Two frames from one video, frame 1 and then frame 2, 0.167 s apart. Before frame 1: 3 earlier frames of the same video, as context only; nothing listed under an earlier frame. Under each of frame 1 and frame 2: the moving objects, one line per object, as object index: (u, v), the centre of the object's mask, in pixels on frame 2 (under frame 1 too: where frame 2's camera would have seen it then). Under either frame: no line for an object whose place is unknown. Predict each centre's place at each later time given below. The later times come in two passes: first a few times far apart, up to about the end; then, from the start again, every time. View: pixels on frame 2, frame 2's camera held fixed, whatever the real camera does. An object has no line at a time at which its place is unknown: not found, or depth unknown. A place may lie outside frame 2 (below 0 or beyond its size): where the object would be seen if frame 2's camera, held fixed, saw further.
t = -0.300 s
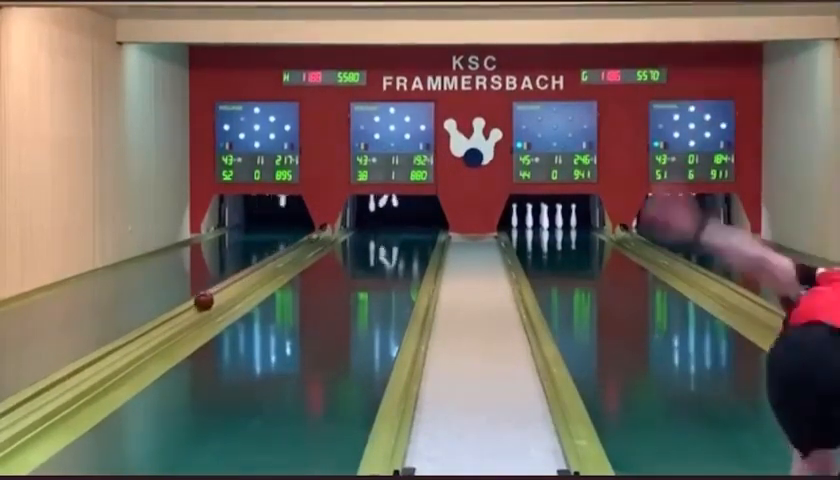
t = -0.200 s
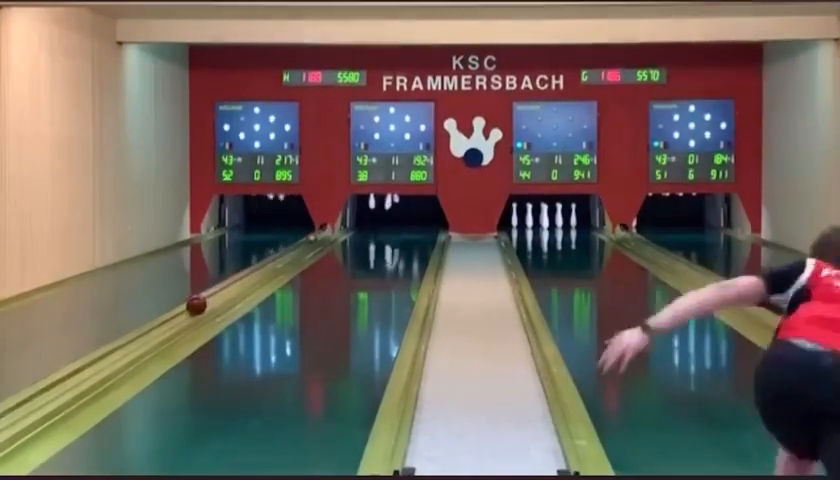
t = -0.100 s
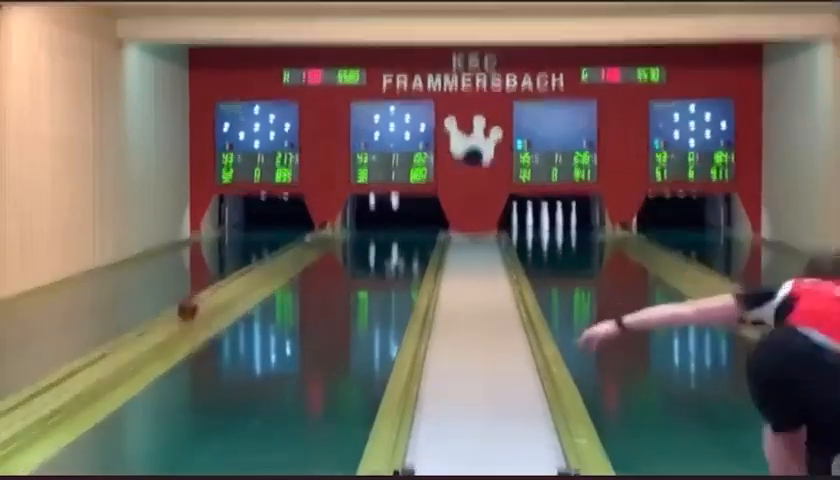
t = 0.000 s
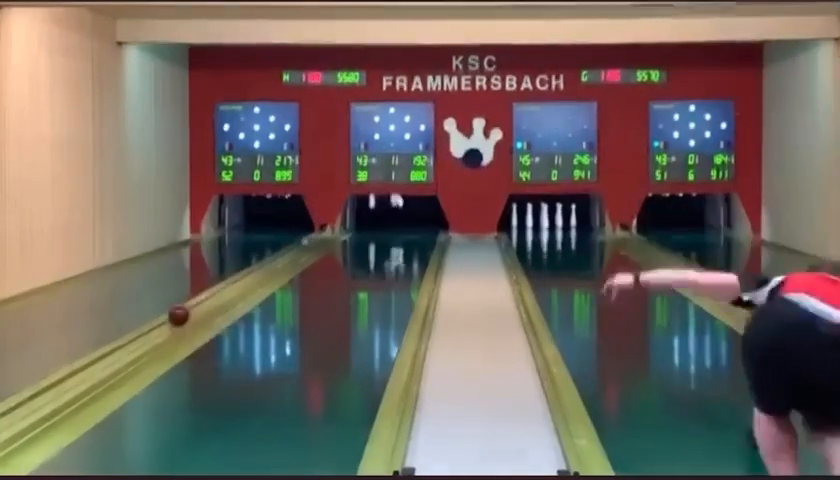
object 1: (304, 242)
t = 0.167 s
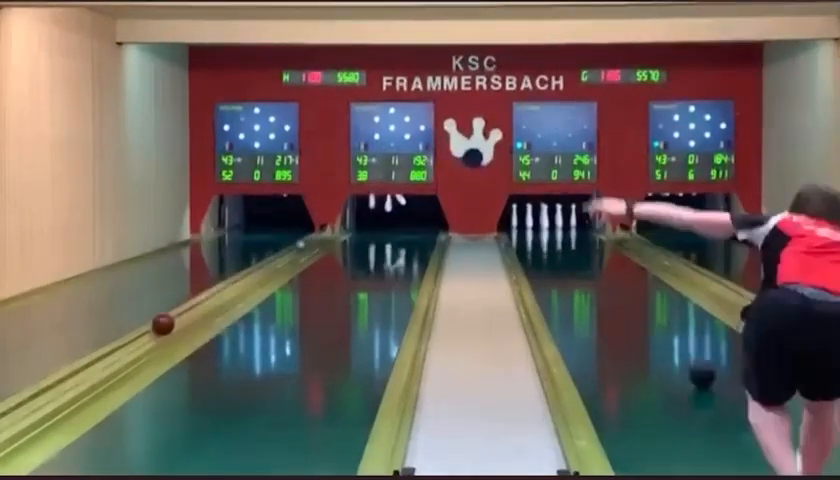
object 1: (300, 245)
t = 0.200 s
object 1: (299, 246)
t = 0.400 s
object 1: (292, 249)
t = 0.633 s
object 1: (283, 254)
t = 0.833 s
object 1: (275, 258)
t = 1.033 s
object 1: (267, 264)
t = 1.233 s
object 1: (257, 269)
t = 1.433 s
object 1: (246, 275)
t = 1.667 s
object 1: (233, 283)
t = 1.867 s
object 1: (221, 290)
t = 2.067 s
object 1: (207, 299)
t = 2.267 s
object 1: (192, 308)
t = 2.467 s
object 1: (174, 317)
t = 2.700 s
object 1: (151, 330)
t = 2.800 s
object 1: (139, 337)
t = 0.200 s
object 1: (299, 246)
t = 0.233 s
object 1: (297, 246)
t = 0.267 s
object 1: (296, 246)
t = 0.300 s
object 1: (295, 248)
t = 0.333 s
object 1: (294, 248)
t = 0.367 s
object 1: (293, 249)
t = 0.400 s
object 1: (292, 249)
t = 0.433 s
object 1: (291, 249)
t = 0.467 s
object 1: (289, 251)
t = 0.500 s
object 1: (288, 252)
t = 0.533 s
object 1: (287, 252)
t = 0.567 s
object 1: (287, 252)
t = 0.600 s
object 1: (285, 253)
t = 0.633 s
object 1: (283, 254)
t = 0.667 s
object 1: (282, 255)
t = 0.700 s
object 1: (281, 255)
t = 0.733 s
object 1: (279, 256)
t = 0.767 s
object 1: (278, 257)
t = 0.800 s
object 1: (277, 258)
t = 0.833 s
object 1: (275, 258)
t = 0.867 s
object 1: (274, 259)
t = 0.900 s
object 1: (272, 260)
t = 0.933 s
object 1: (271, 261)
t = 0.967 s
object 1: (270, 262)
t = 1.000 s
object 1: (269, 263)
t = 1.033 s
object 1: (267, 264)
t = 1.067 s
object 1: (265, 264)
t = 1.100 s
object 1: (264, 265)
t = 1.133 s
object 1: (262, 266)
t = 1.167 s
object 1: (261, 266)
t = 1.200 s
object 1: (259, 267)
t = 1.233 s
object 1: (257, 269)
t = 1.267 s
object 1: (255, 270)
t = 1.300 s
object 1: (254, 271)
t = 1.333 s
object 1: (252, 271)
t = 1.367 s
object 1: (250, 273)
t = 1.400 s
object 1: (249, 274)
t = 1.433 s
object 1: (246, 275)
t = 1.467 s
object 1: (245, 276)
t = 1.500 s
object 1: (243, 277)
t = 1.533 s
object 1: (242, 278)
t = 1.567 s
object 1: (239, 279)
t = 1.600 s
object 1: (238, 280)
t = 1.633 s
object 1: (236, 281)
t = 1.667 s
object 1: (233, 283)
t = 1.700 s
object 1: (232, 283)
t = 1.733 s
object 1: (229, 285)
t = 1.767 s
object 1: (227, 287)
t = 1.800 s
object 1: (225, 288)
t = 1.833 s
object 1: (223, 289)
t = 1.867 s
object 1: (221, 290)
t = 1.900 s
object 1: (218, 292)
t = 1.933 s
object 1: (217, 293)
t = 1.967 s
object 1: (214, 294)
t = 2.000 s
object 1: (212, 295)
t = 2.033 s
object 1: (209, 298)
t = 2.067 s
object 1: (207, 299)
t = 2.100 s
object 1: (205, 300)
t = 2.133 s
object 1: (202, 301)
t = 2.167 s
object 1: (199, 303)
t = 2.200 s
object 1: (197, 304)
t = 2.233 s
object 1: (194, 306)
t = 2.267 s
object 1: (192, 308)
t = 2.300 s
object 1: (189, 309)
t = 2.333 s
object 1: (186, 311)
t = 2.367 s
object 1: (183, 313)
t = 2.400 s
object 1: (180, 315)
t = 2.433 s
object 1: (177, 316)
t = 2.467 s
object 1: (174, 317)
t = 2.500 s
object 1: (171, 319)
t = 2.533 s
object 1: (168, 321)
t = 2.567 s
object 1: (164, 323)
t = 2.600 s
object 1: (161, 325)
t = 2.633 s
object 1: (157, 327)
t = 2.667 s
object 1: (154, 329)
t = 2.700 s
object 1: (151, 330)
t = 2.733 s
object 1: (147, 333)
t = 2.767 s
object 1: (144, 335)
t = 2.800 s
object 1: (139, 337)
